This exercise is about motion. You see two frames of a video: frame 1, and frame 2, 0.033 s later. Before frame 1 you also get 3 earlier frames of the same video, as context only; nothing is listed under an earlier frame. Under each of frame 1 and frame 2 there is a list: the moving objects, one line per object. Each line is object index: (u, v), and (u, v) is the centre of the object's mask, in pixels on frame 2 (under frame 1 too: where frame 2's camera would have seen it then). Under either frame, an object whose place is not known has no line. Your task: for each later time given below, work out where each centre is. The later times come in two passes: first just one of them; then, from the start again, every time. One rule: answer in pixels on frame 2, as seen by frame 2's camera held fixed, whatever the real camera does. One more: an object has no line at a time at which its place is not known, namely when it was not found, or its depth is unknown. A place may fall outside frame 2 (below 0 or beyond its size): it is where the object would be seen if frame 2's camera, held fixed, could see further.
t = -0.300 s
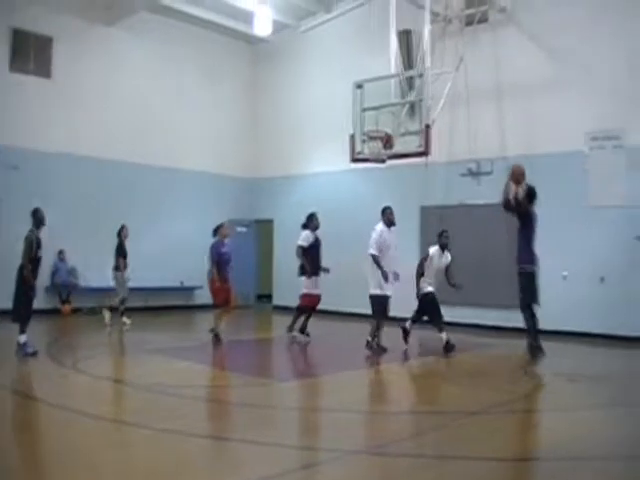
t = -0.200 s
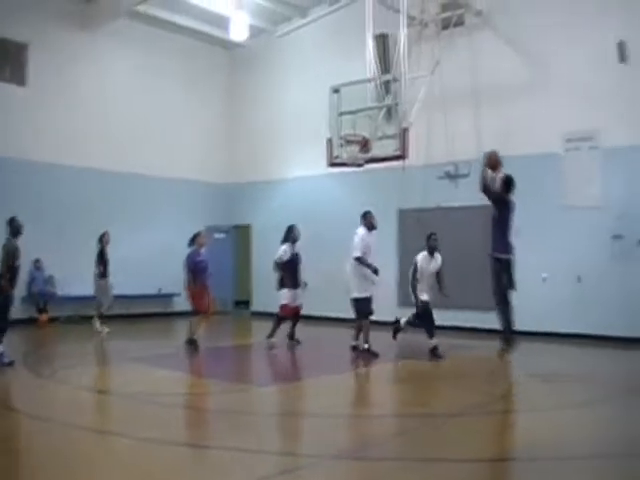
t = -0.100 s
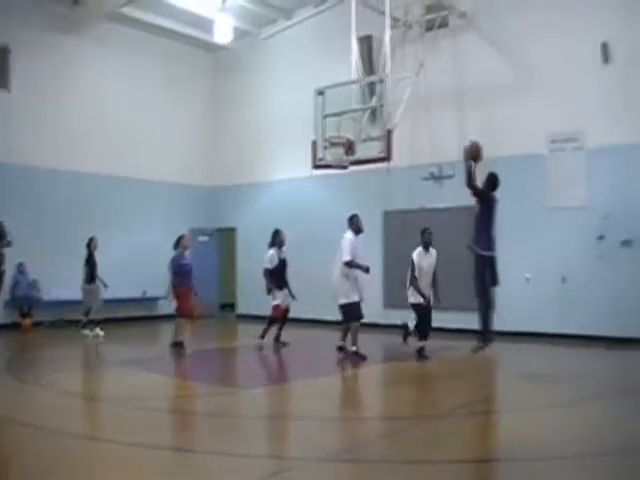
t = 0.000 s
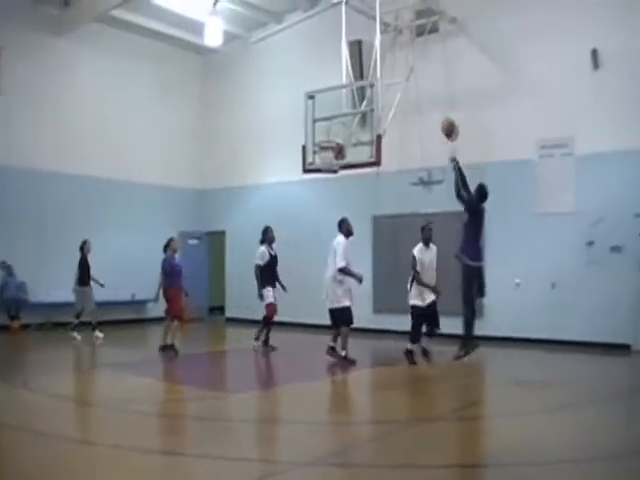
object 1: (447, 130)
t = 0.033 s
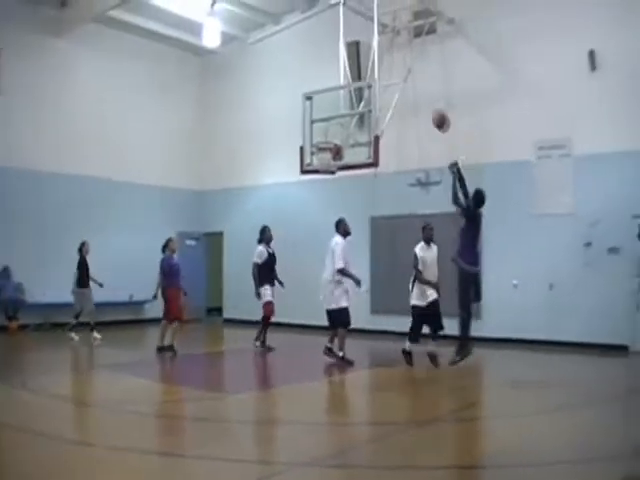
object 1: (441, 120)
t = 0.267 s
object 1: (400, 83)
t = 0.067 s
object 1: (434, 112)
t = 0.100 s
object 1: (428, 105)
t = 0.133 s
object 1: (422, 98)
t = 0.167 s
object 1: (416, 93)
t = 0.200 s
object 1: (411, 89)
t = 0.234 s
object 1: (405, 86)
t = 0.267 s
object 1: (400, 83)
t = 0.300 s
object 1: (395, 82)
